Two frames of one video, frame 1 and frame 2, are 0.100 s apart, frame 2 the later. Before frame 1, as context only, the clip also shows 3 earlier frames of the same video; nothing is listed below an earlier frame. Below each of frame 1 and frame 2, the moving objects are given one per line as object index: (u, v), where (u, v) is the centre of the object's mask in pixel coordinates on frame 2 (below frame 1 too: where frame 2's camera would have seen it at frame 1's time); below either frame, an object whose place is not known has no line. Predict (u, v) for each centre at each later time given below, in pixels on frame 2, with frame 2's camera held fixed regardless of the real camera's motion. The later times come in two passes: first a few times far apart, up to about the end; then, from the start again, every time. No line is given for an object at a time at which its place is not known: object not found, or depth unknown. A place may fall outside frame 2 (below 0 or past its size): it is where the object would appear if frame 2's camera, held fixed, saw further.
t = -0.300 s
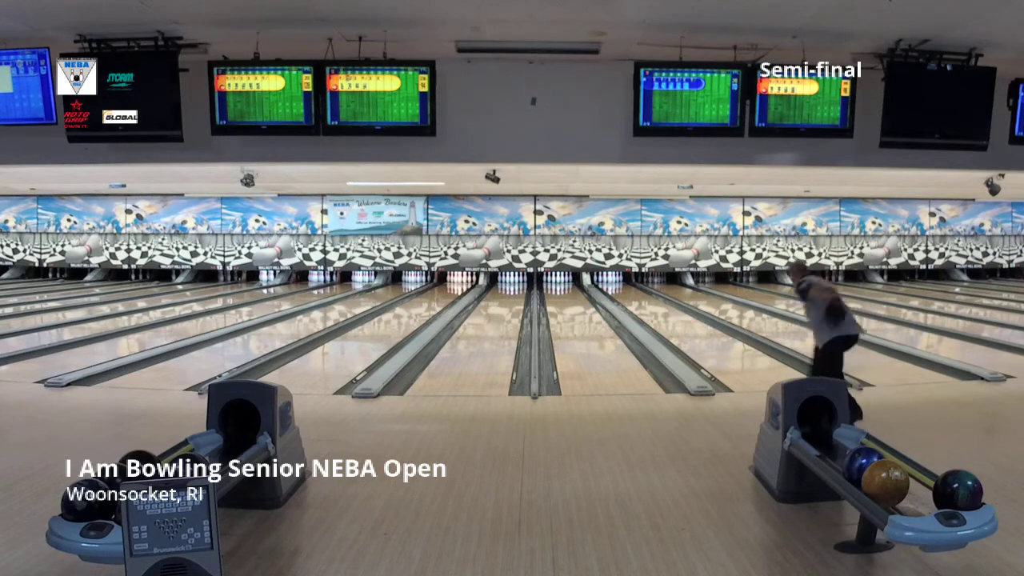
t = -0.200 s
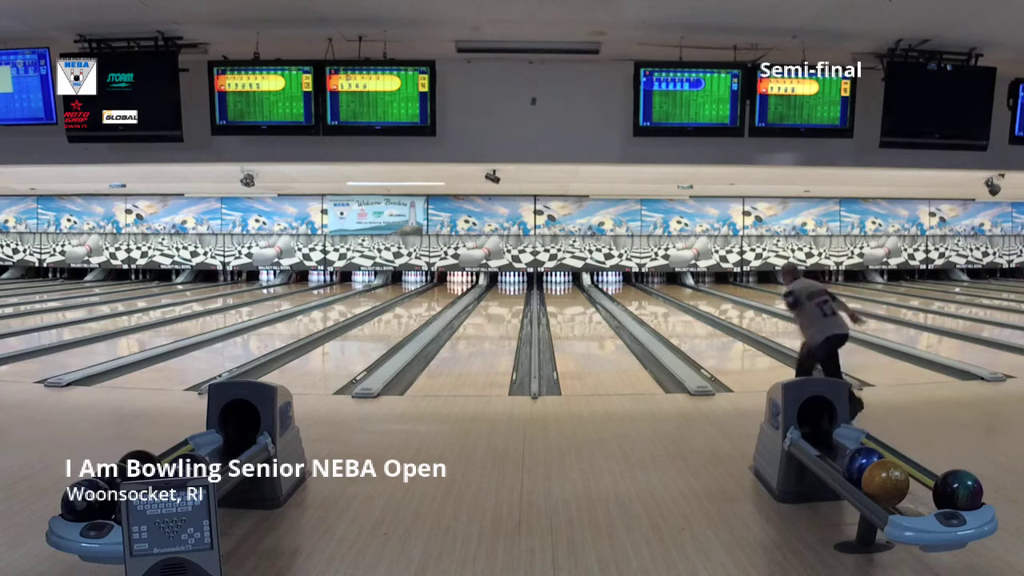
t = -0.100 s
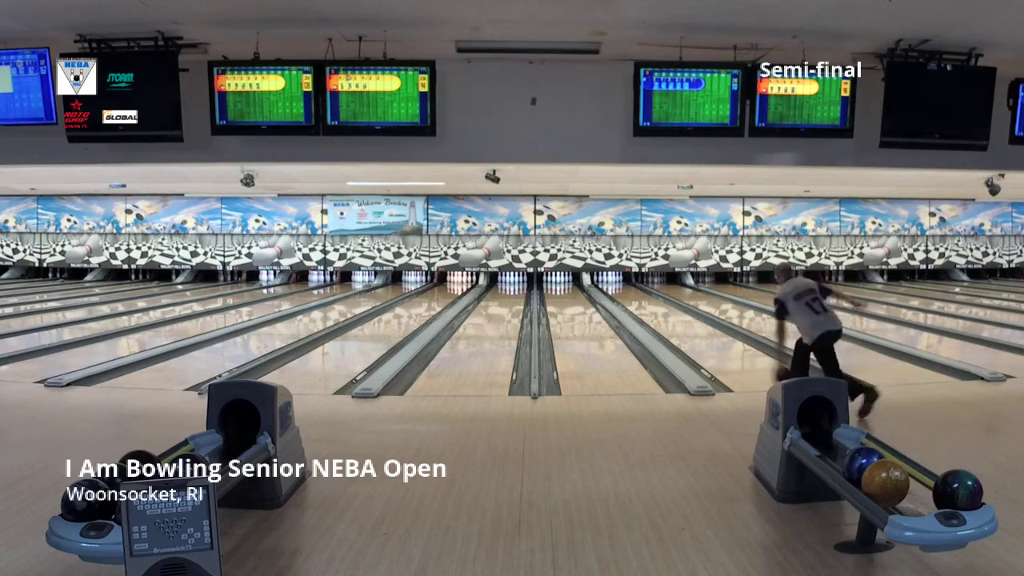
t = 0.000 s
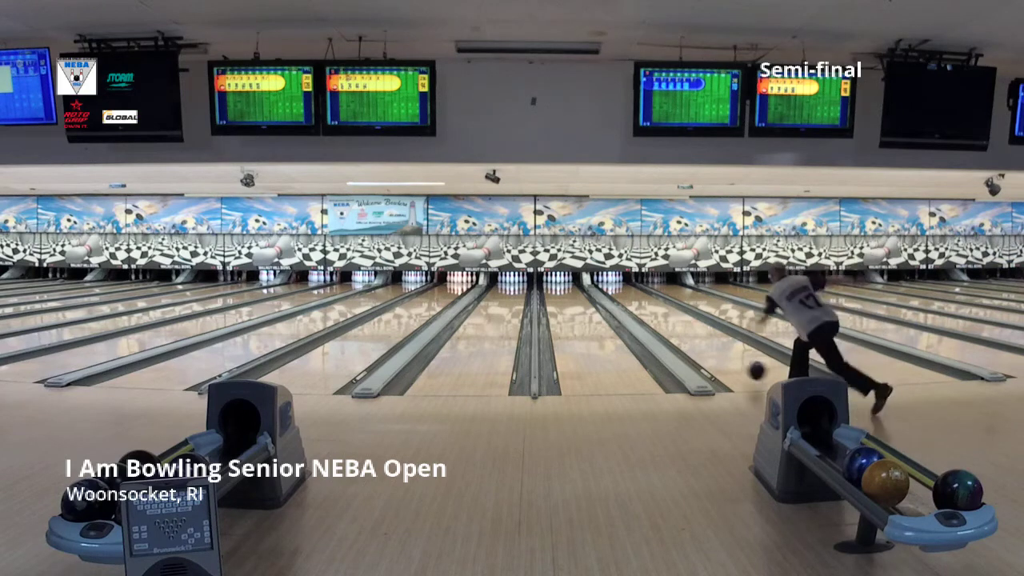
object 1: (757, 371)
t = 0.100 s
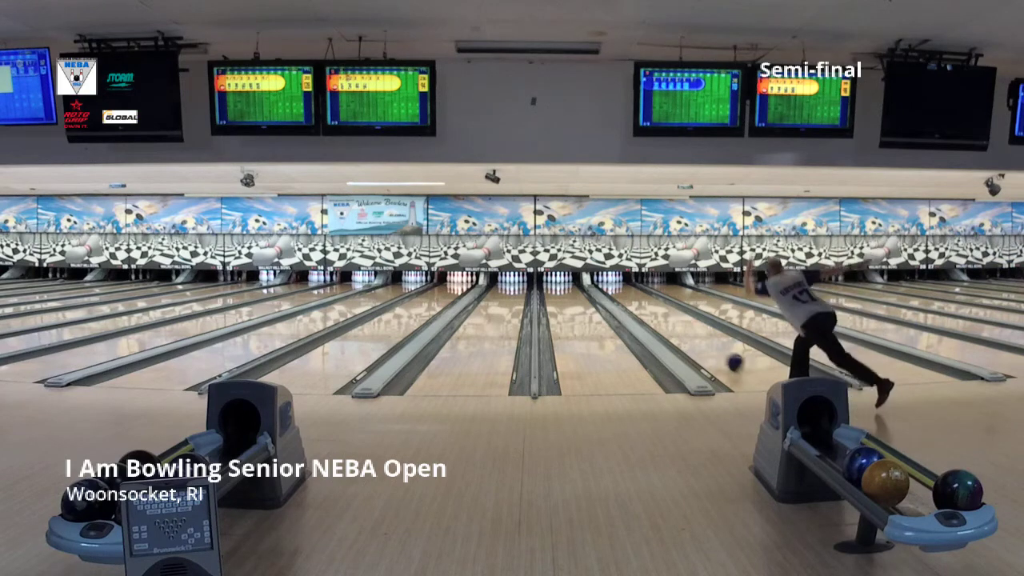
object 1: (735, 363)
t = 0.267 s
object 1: (706, 346)
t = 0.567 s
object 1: (671, 325)
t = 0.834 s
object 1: (649, 312)
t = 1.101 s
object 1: (634, 302)
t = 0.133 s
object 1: (728, 359)
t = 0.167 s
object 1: (722, 355)
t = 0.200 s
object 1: (717, 352)
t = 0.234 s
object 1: (711, 349)
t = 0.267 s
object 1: (706, 346)
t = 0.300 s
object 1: (702, 343)
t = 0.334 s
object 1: (697, 340)
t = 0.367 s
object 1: (693, 338)
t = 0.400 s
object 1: (689, 335)
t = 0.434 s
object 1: (684, 333)
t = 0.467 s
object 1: (681, 331)
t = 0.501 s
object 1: (677, 329)
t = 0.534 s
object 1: (674, 327)
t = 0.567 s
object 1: (671, 325)
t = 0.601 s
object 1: (668, 323)
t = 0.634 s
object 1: (665, 321)
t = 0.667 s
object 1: (662, 319)
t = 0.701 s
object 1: (659, 318)
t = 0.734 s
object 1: (656, 316)
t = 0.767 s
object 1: (654, 315)
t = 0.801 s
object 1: (651, 313)
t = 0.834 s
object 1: (649, 312)
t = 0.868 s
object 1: (647, 311)
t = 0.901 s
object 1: (645, 310)
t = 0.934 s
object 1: (643, 308)
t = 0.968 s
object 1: (641, 307)
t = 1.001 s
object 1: (639, 306)
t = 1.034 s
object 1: (637, 305)
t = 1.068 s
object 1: (635, 304)
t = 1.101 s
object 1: (634, 302)
